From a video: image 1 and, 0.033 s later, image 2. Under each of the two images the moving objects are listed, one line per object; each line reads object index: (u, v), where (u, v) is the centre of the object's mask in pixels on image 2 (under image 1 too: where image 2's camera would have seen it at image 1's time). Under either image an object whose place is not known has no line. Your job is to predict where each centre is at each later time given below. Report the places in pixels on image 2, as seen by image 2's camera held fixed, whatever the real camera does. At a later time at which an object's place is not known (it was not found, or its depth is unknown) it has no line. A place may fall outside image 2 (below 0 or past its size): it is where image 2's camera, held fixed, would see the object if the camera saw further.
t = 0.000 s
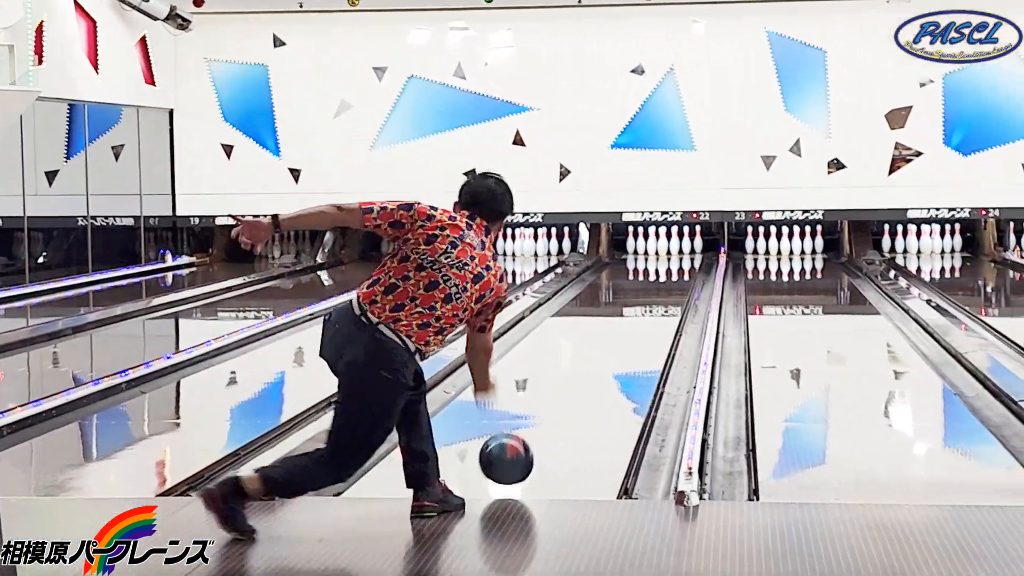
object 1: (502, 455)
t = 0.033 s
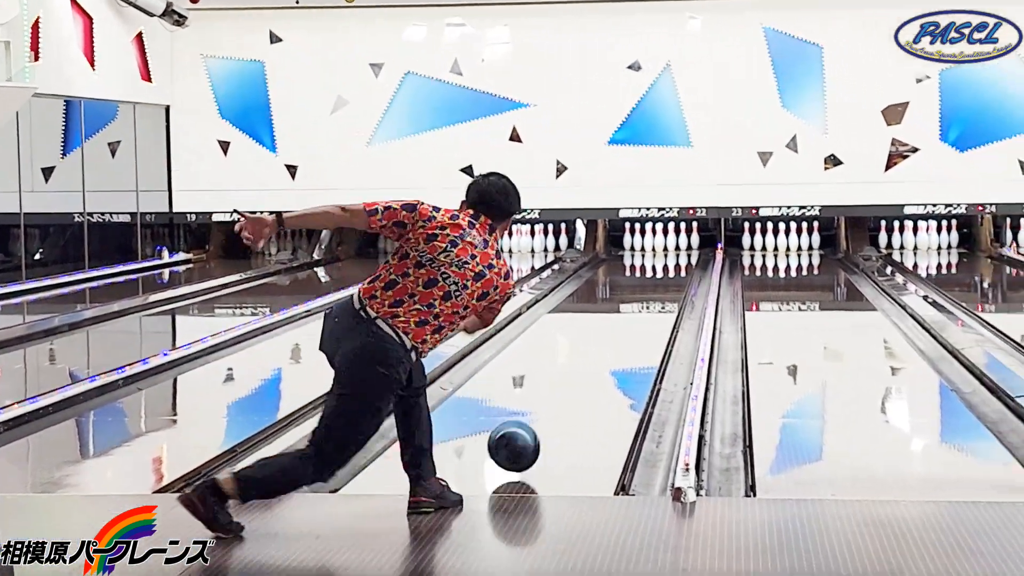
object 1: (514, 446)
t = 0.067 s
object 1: (524, 438)
